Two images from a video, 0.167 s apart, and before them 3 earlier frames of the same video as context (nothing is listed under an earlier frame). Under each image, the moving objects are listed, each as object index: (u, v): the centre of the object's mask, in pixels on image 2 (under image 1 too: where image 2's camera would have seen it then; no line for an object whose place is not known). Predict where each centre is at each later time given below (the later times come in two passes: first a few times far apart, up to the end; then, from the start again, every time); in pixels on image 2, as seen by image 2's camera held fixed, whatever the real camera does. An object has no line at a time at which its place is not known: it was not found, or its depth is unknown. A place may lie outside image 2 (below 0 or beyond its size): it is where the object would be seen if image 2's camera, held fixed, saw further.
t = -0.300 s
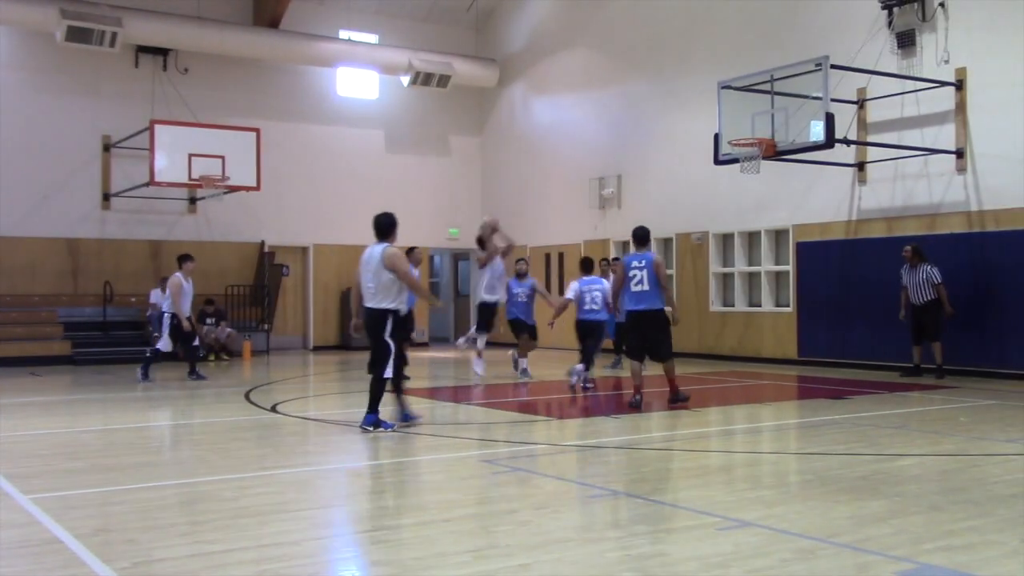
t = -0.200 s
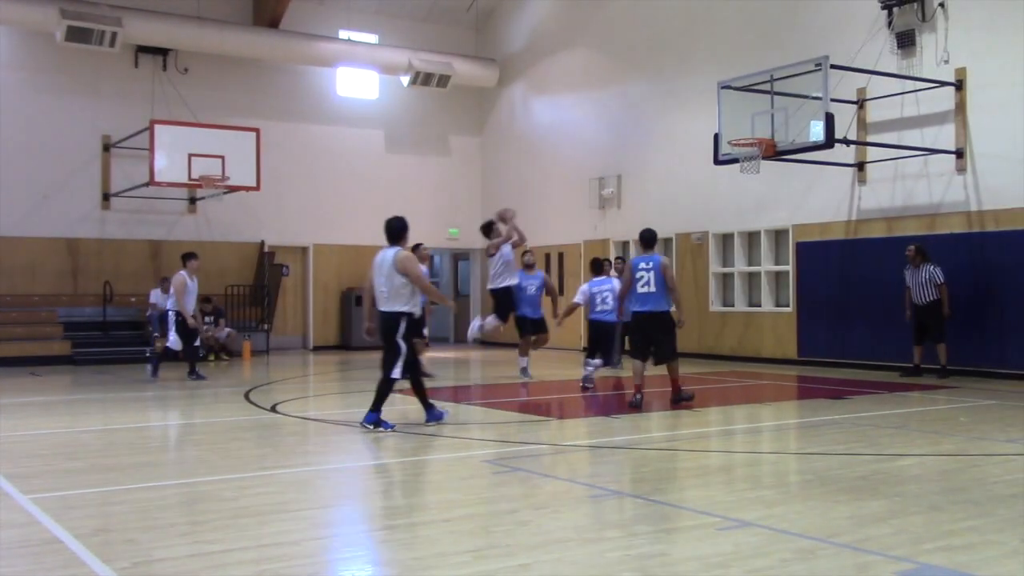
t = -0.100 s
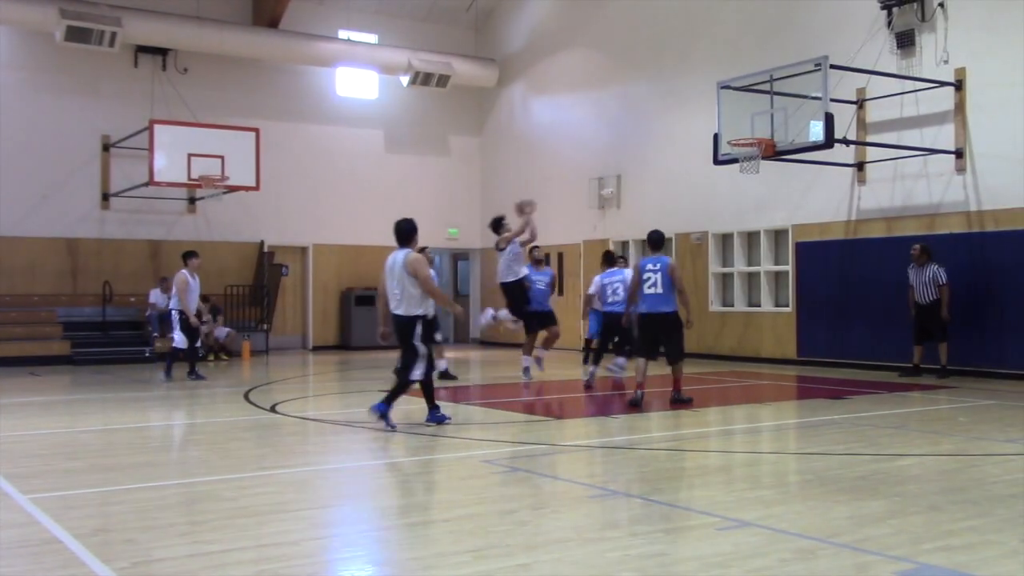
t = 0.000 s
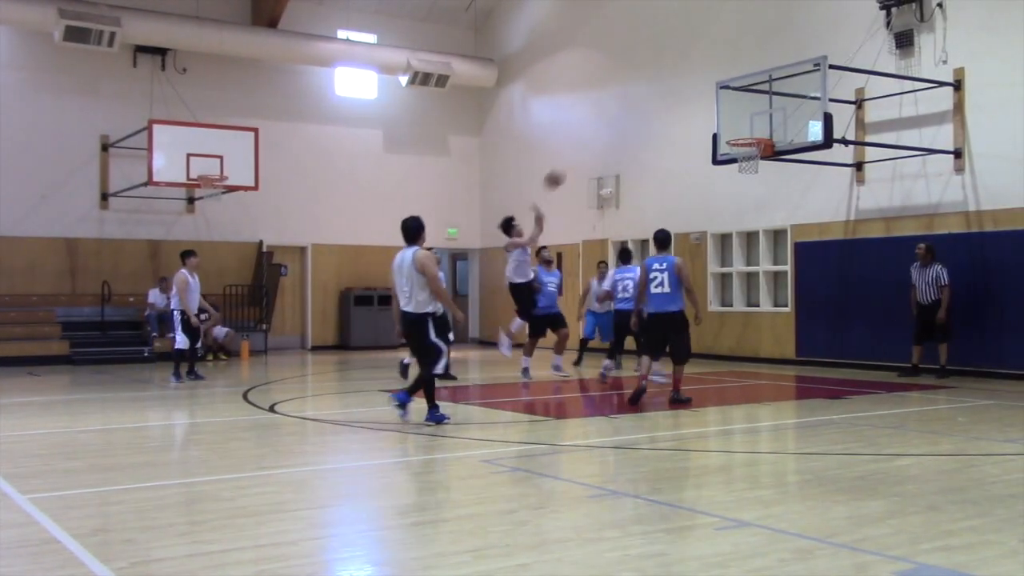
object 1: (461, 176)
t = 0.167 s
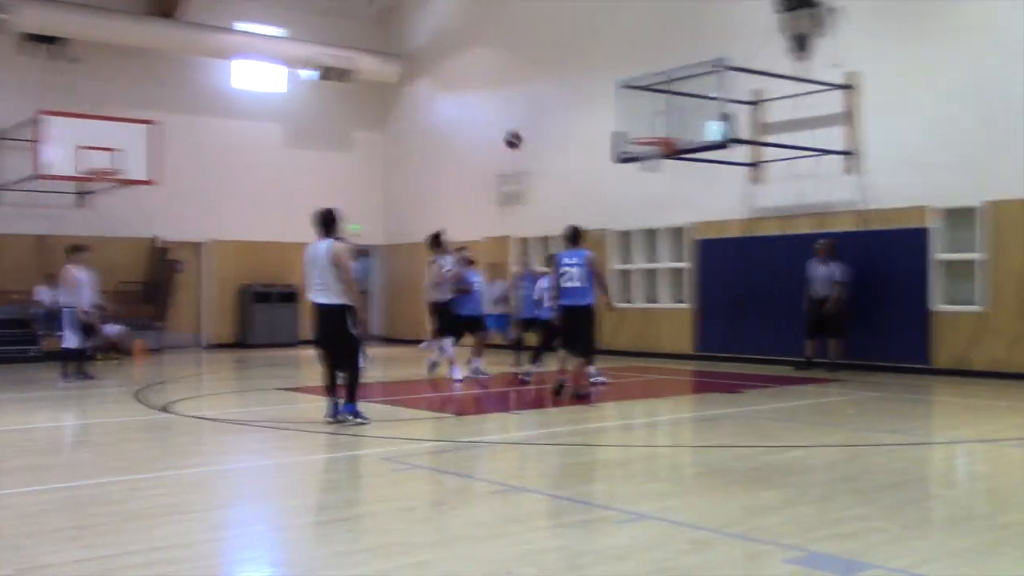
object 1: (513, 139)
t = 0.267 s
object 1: (543, 128)
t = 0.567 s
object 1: (630, 132)
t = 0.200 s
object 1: (522, 135)
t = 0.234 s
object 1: (532, 131)
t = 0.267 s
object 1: (543, 128)
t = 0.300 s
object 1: (554, 126)
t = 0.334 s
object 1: (565, 125)
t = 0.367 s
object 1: (576, 125)
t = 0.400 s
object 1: (587, 125)
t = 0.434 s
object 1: (597, 127)
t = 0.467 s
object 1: (607, 129)
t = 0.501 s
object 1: (619, 132)
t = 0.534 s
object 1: (629, 135)
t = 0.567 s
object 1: (630, 132)
